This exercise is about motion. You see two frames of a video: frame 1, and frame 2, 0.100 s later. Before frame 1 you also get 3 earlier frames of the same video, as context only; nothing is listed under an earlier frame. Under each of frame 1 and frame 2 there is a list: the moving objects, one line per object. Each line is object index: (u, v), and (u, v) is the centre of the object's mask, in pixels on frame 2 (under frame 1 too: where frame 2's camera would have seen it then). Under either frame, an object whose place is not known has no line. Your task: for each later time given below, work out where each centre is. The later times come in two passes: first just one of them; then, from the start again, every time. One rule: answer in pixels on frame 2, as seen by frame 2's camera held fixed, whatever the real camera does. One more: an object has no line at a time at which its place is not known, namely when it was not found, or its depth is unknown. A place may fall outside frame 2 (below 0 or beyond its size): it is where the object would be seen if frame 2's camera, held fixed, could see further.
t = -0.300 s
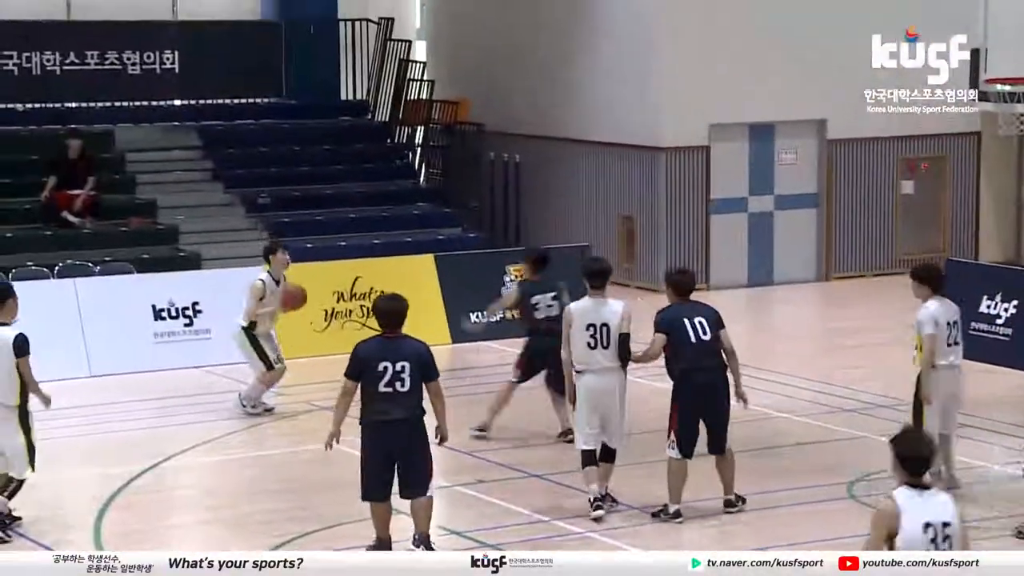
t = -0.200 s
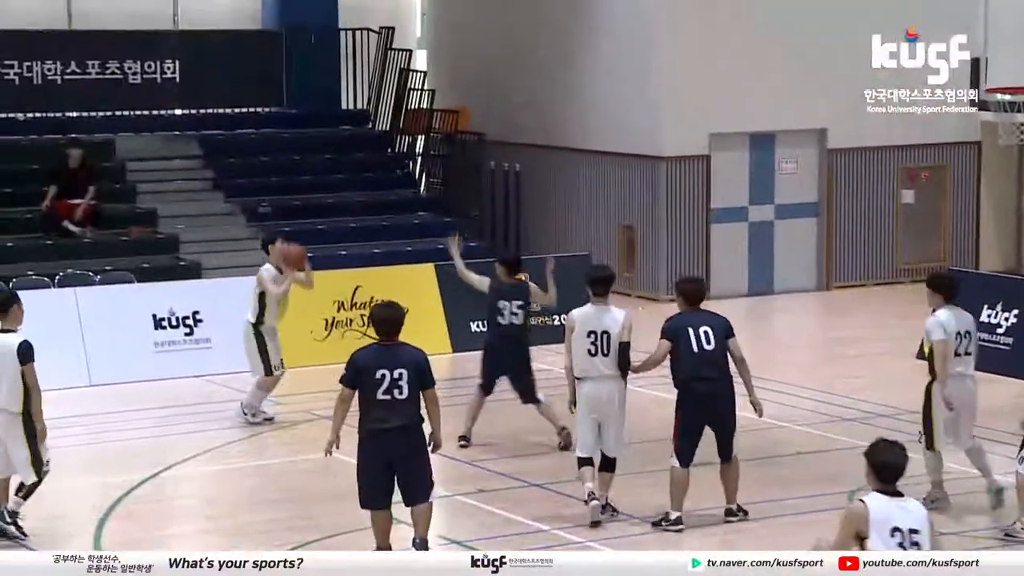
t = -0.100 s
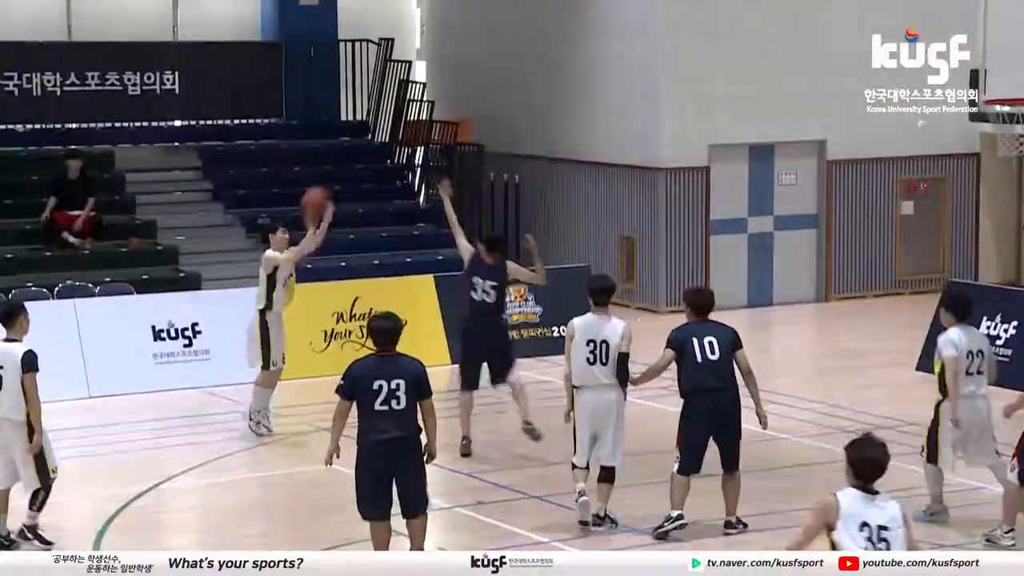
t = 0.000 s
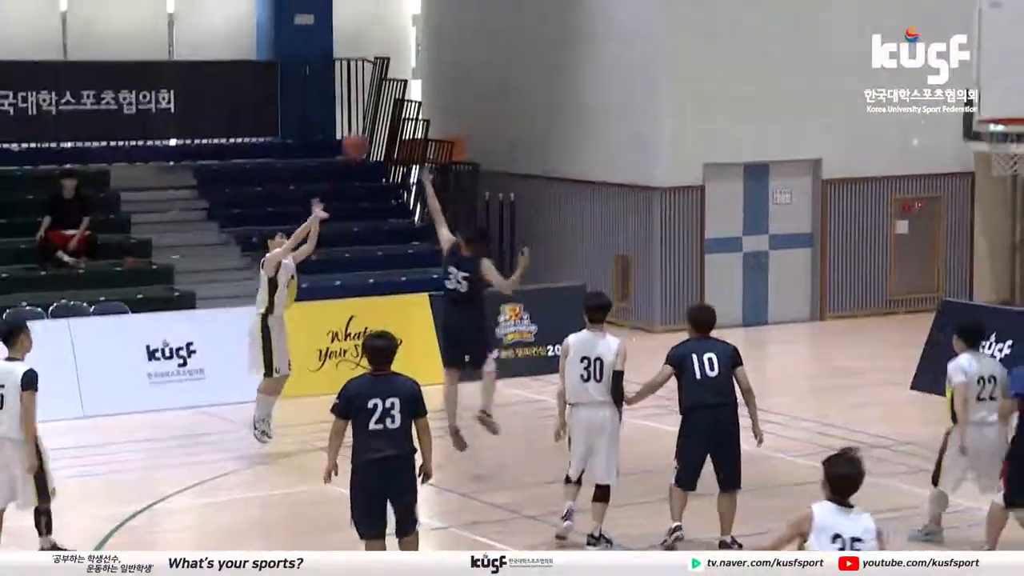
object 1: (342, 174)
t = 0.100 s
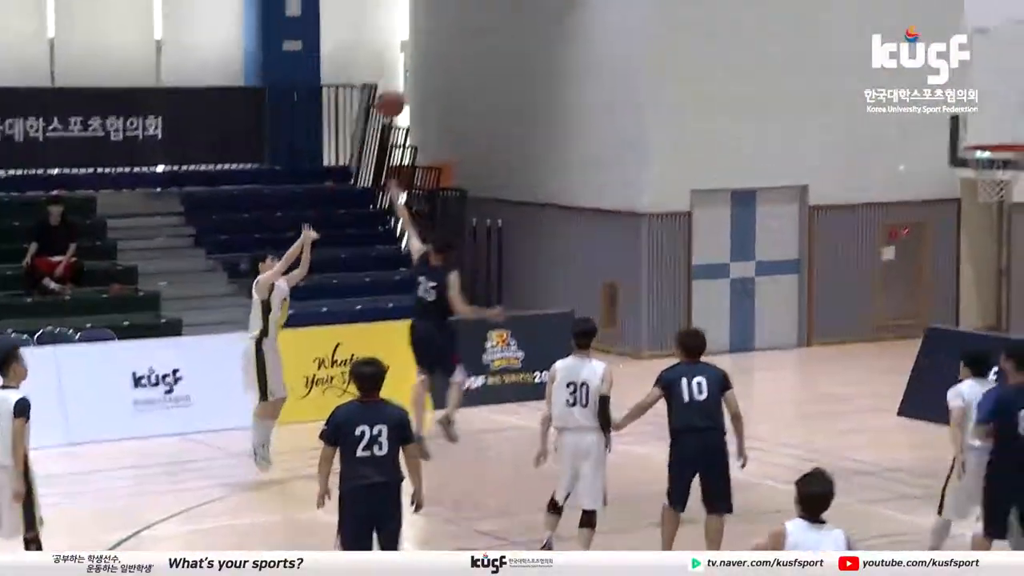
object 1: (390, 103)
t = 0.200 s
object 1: (439, 45)
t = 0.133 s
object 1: (407, 82)
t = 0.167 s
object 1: (422, 64)
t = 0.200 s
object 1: (439, 45)
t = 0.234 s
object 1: (455, 27)
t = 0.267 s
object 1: (471, 9)
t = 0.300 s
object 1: (488, -5)
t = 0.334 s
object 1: (505, -20)
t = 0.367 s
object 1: (521, -32)
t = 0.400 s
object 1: (538, -44)
